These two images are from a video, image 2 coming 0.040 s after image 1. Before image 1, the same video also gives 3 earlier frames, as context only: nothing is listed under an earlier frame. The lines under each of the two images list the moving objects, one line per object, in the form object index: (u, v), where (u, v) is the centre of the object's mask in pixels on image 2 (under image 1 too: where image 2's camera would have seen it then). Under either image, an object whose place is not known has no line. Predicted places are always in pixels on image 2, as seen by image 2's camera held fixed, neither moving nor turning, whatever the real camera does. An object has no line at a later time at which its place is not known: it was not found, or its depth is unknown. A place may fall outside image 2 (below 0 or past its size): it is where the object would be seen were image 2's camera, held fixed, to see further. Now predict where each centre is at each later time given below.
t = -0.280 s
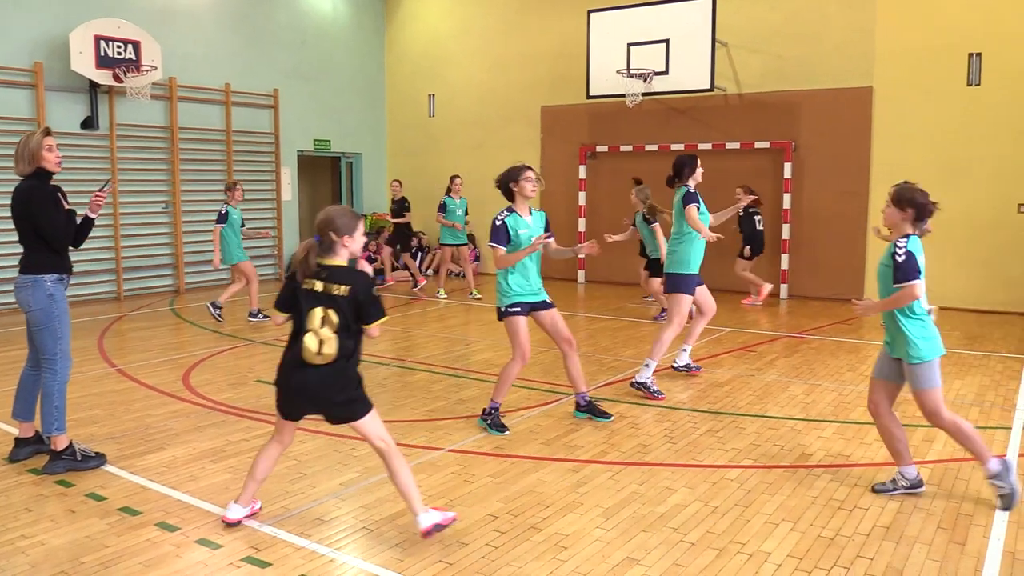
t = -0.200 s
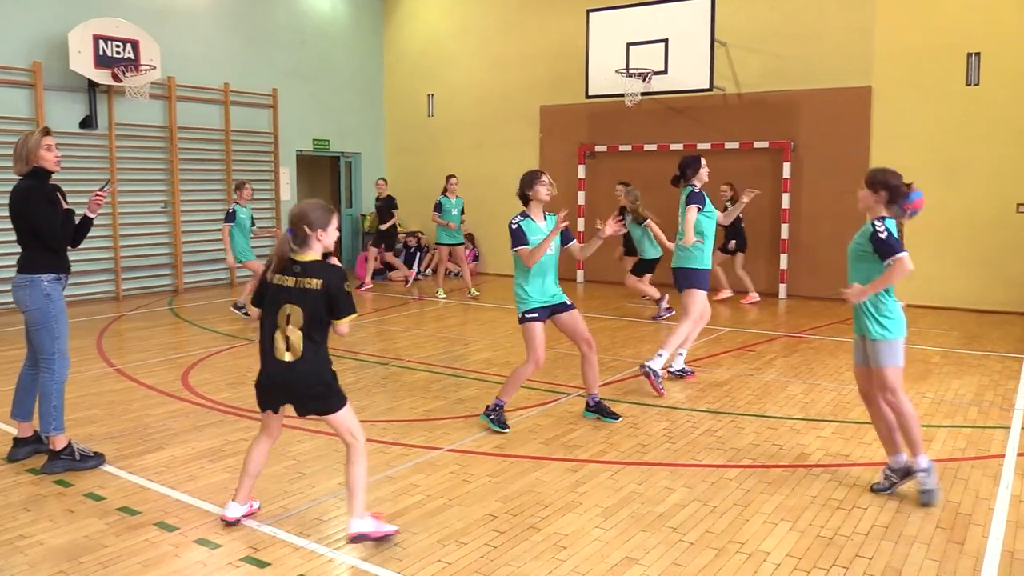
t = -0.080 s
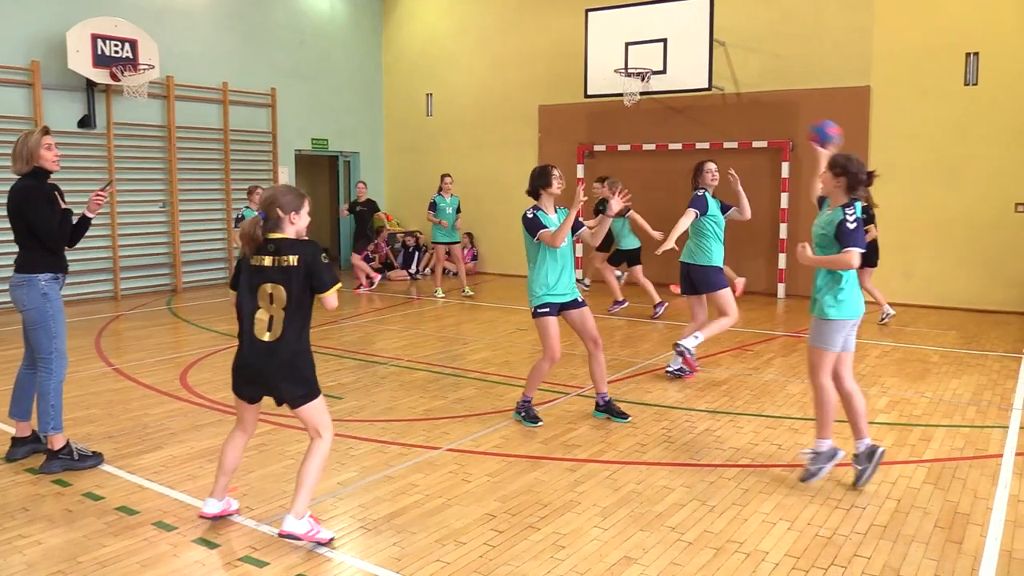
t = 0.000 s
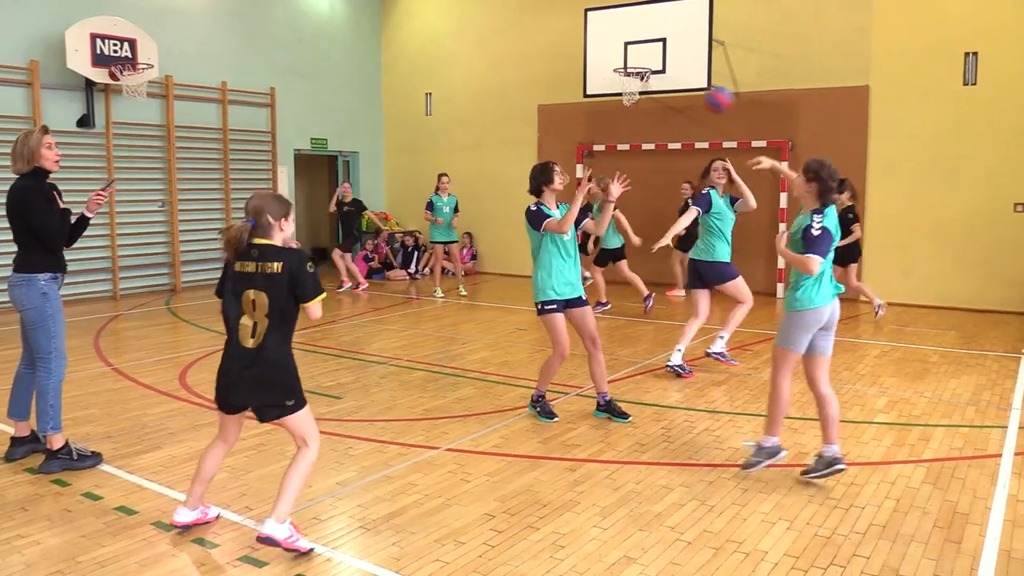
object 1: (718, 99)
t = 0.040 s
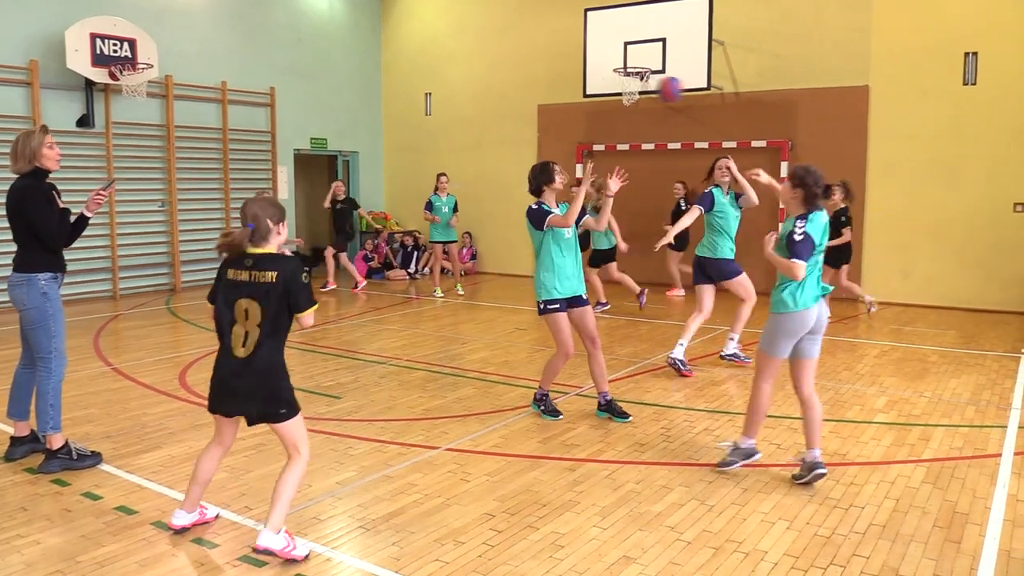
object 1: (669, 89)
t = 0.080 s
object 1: (626, 82)
